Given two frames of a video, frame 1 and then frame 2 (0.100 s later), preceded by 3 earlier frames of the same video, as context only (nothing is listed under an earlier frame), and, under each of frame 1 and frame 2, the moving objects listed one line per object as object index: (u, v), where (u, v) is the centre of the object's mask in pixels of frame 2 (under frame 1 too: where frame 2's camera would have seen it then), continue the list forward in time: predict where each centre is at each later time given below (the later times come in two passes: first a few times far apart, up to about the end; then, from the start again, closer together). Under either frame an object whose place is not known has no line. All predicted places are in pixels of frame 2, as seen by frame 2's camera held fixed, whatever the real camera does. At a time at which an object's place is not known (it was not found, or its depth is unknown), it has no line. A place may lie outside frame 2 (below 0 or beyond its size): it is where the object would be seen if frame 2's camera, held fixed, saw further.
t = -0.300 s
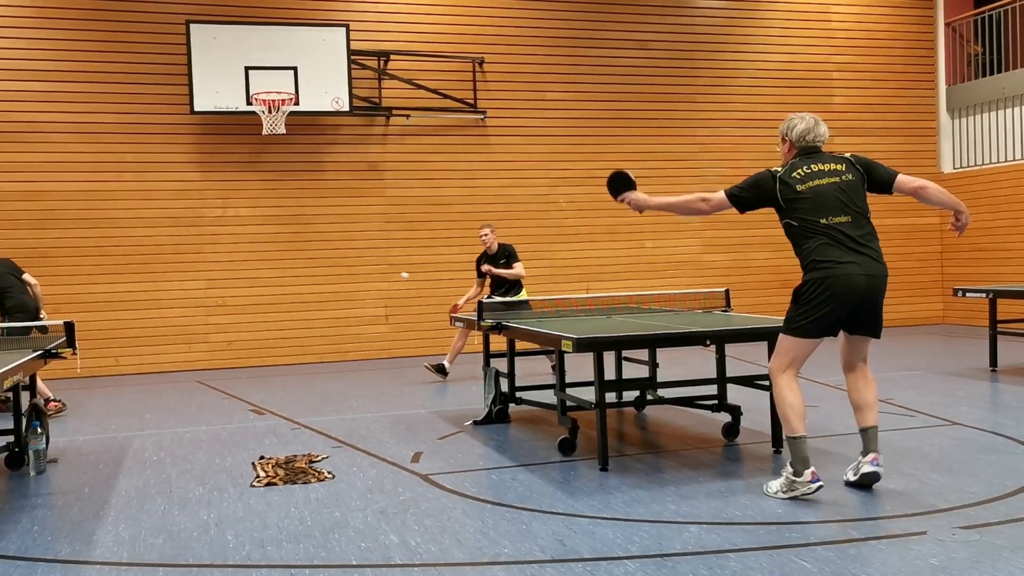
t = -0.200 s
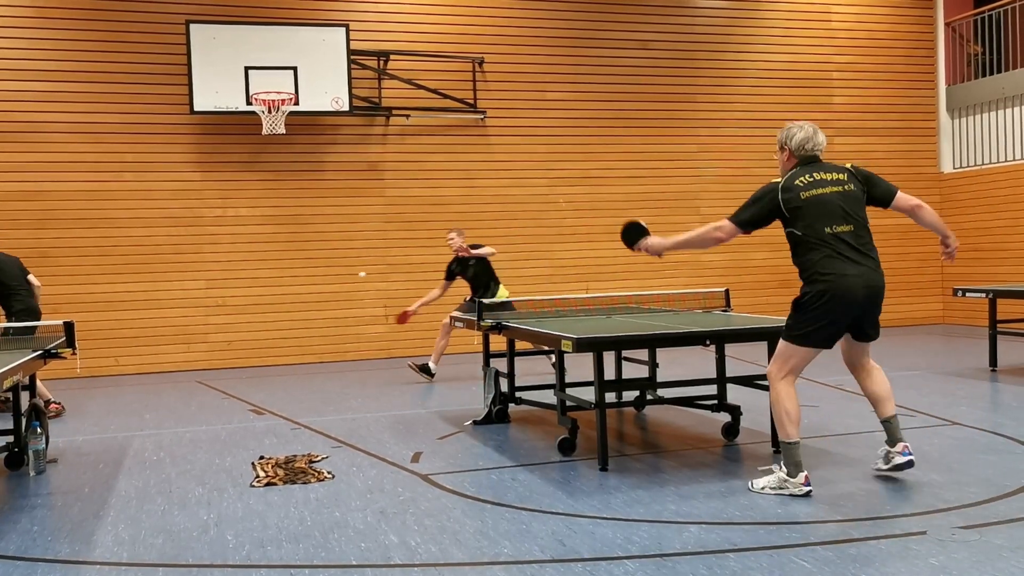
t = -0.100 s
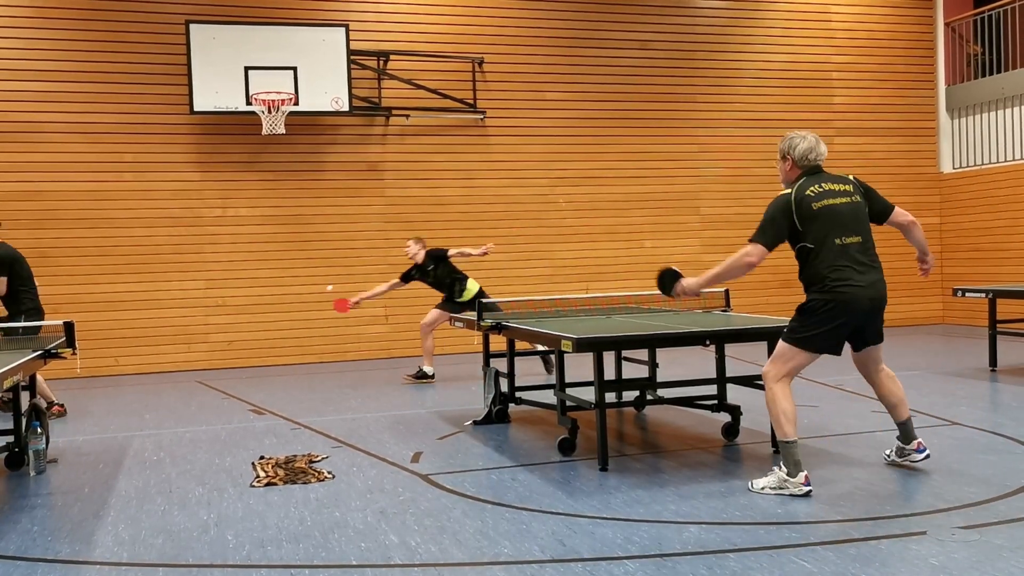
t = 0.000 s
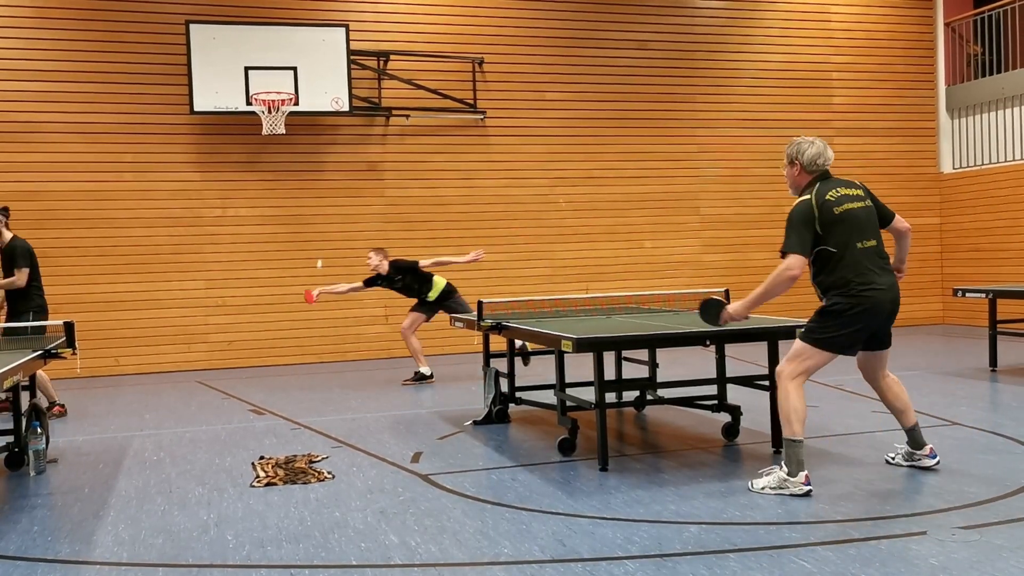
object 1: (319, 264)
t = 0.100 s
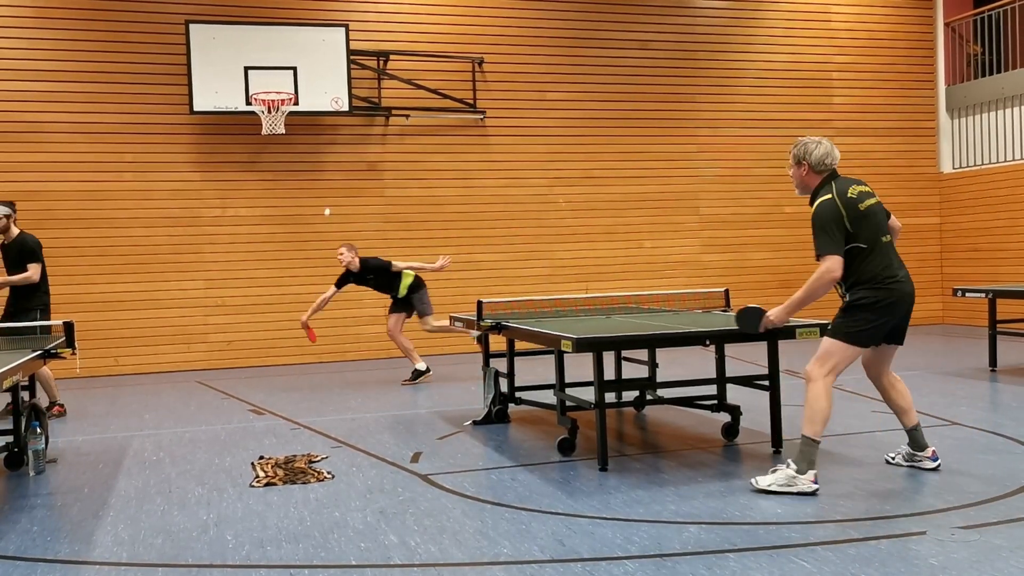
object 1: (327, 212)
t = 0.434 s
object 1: (381, 129)
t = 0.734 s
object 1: (466, 206)
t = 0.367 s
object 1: (367, 133)
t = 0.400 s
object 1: (374, 130)
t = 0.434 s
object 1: (381, 129)
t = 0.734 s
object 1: (466, 206)
